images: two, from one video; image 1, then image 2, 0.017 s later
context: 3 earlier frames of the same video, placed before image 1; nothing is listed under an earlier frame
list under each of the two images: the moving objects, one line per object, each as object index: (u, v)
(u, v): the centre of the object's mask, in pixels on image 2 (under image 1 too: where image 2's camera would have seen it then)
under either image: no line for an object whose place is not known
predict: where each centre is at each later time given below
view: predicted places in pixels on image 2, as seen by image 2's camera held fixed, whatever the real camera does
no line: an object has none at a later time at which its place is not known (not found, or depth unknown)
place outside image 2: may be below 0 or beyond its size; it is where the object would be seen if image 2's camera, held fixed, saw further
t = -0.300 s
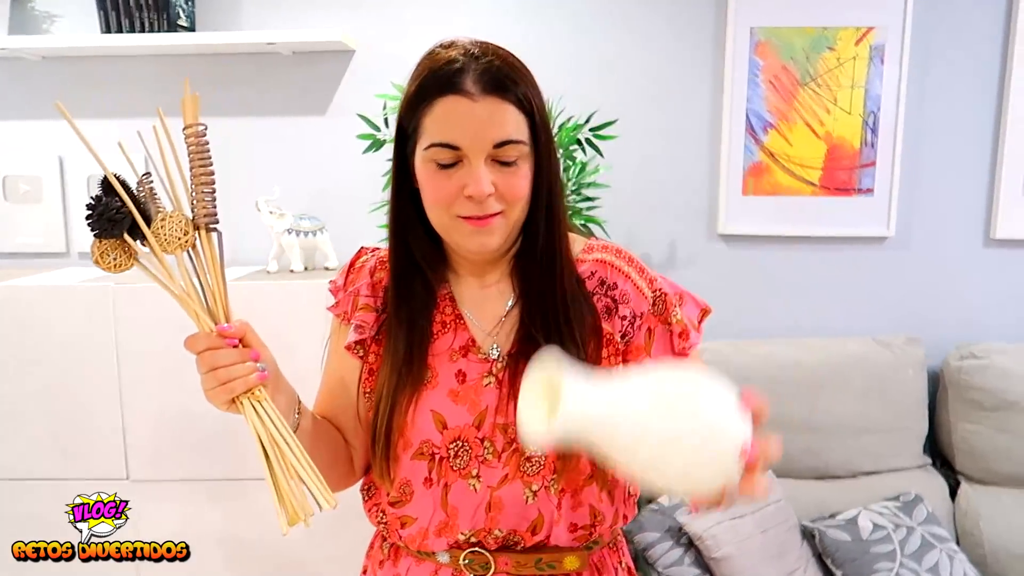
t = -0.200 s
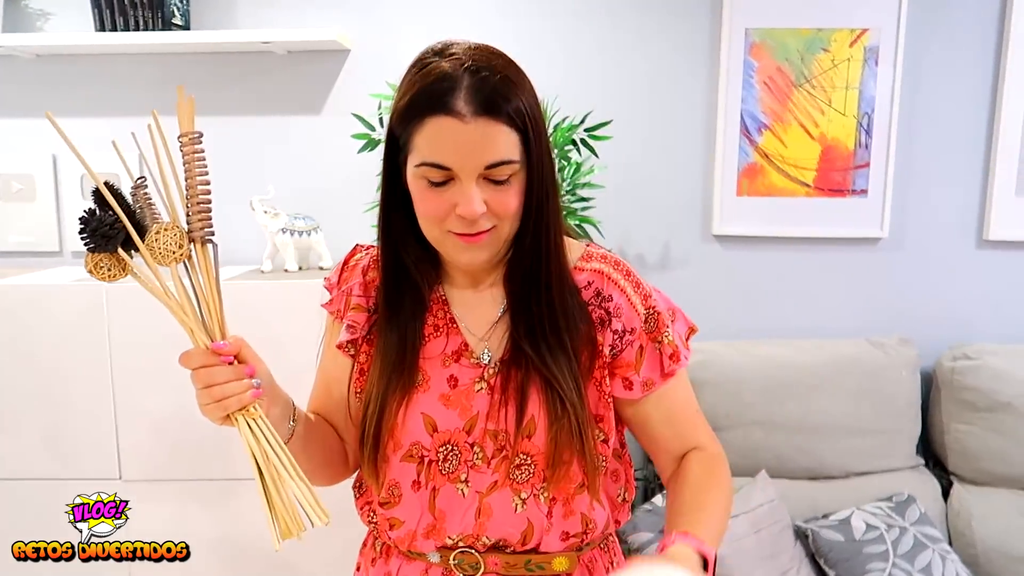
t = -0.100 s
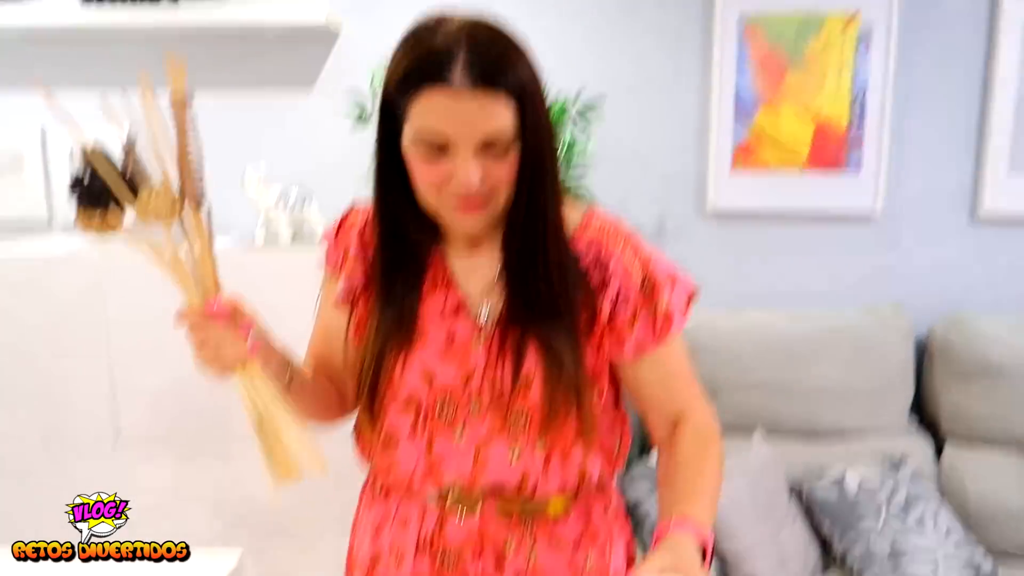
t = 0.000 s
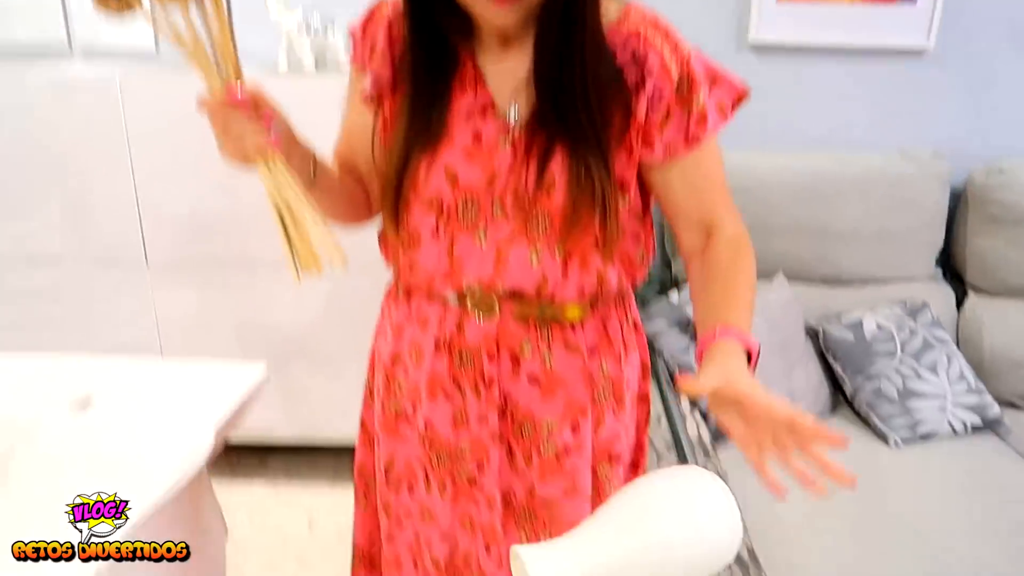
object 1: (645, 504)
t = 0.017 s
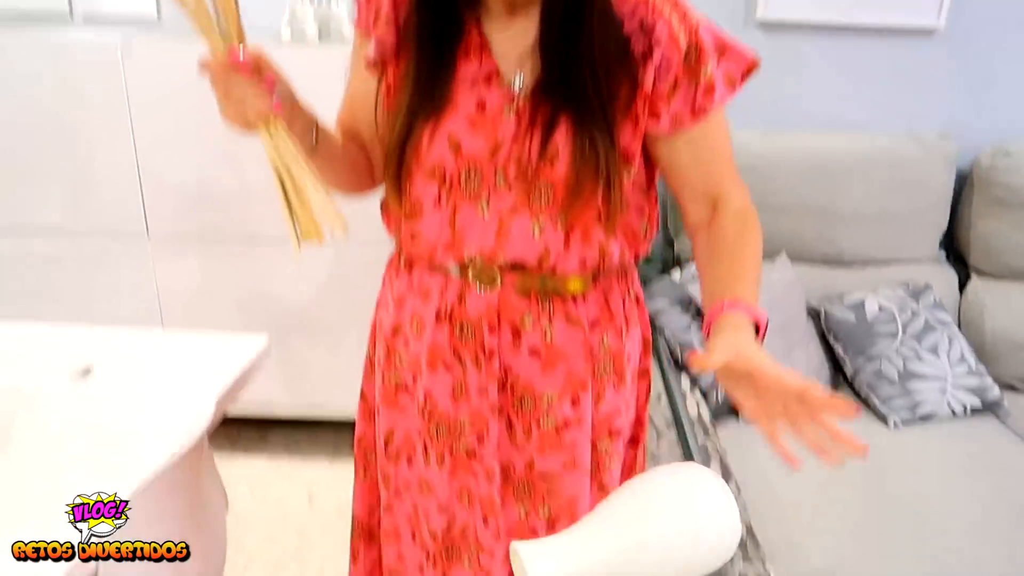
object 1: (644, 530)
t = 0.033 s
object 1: (644, 558)
